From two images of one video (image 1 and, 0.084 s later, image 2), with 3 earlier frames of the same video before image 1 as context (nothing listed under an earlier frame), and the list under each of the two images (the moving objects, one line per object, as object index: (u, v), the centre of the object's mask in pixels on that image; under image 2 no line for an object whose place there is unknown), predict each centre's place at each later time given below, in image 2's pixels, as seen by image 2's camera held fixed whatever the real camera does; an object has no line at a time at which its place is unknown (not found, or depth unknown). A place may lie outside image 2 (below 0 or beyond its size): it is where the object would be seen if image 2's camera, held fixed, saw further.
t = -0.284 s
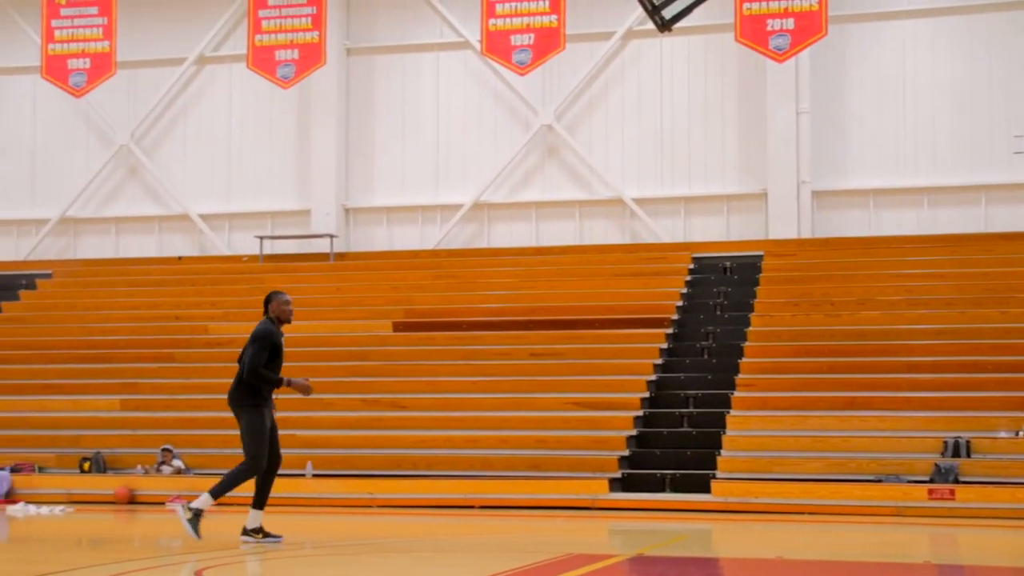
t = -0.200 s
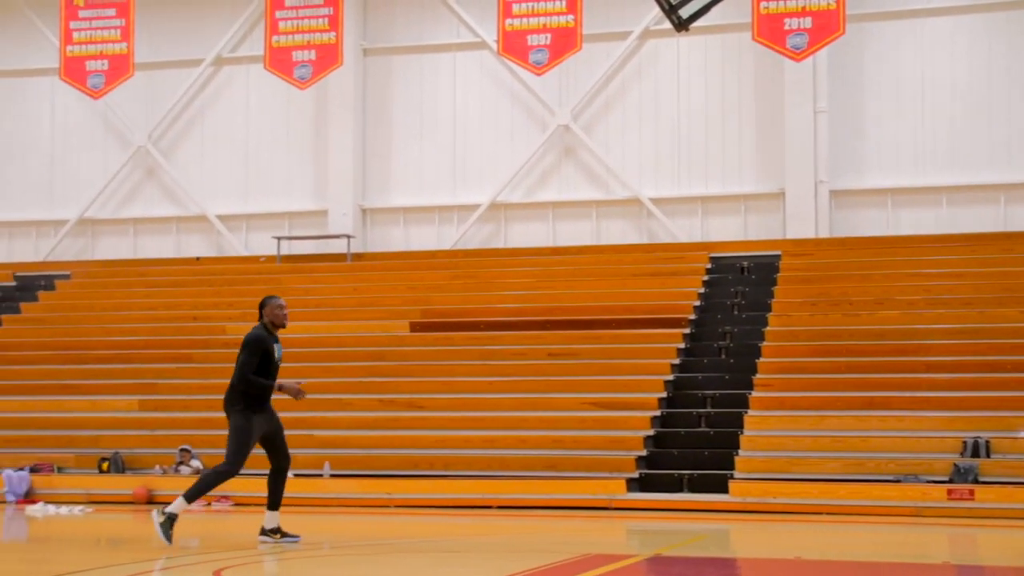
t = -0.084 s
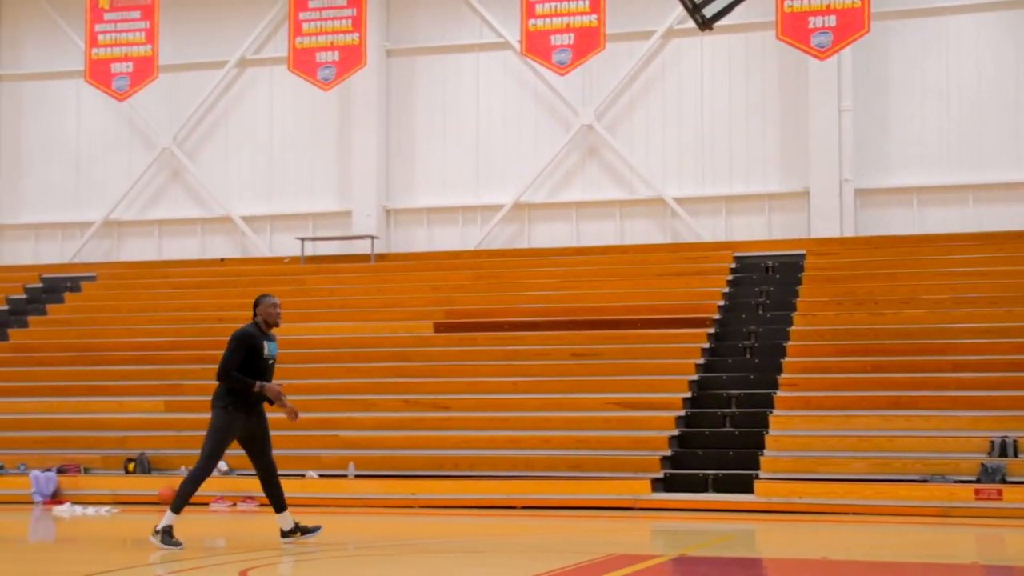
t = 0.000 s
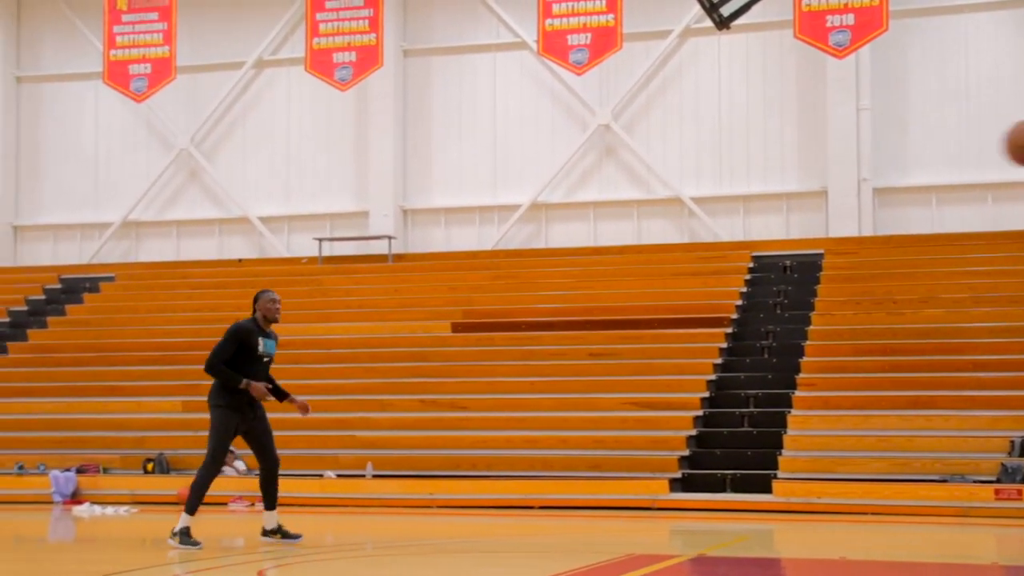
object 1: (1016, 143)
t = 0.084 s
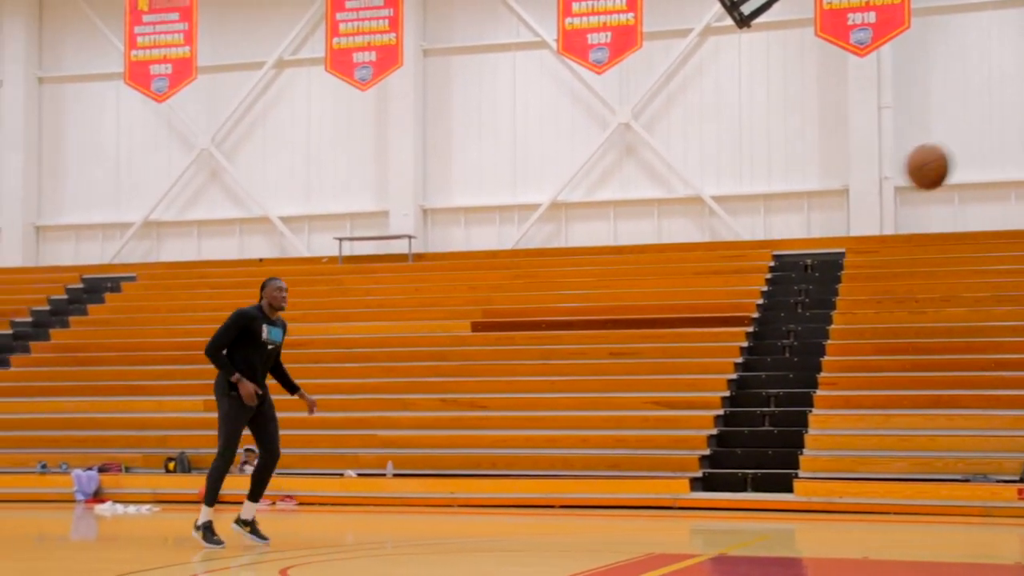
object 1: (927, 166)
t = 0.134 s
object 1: (858, 187)
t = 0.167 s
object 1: (813, 203)
